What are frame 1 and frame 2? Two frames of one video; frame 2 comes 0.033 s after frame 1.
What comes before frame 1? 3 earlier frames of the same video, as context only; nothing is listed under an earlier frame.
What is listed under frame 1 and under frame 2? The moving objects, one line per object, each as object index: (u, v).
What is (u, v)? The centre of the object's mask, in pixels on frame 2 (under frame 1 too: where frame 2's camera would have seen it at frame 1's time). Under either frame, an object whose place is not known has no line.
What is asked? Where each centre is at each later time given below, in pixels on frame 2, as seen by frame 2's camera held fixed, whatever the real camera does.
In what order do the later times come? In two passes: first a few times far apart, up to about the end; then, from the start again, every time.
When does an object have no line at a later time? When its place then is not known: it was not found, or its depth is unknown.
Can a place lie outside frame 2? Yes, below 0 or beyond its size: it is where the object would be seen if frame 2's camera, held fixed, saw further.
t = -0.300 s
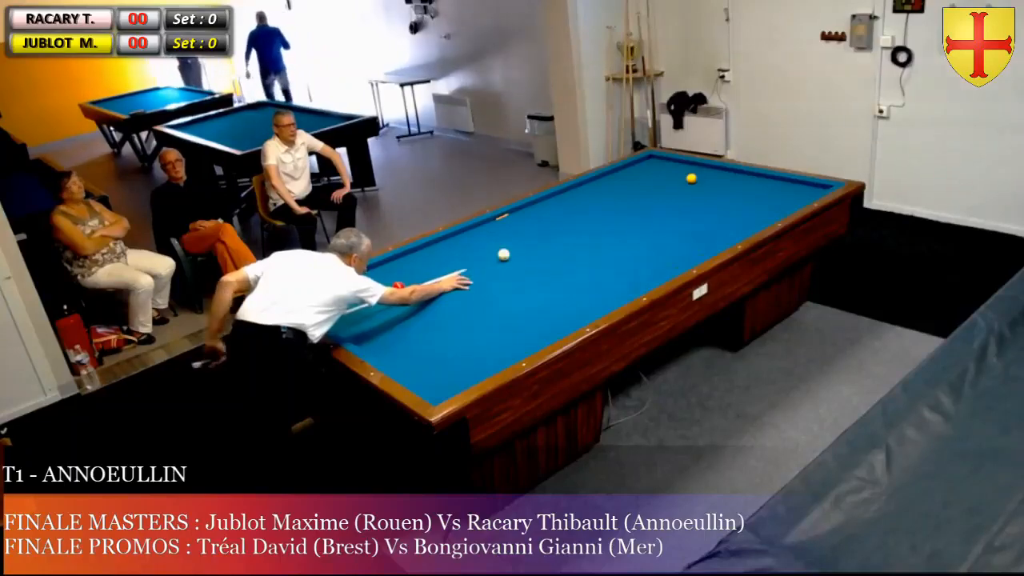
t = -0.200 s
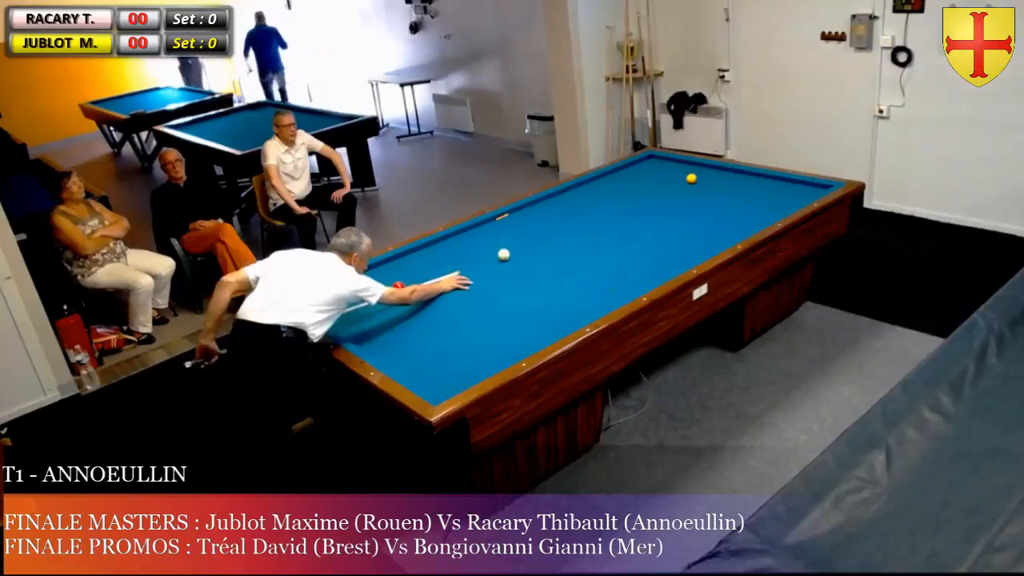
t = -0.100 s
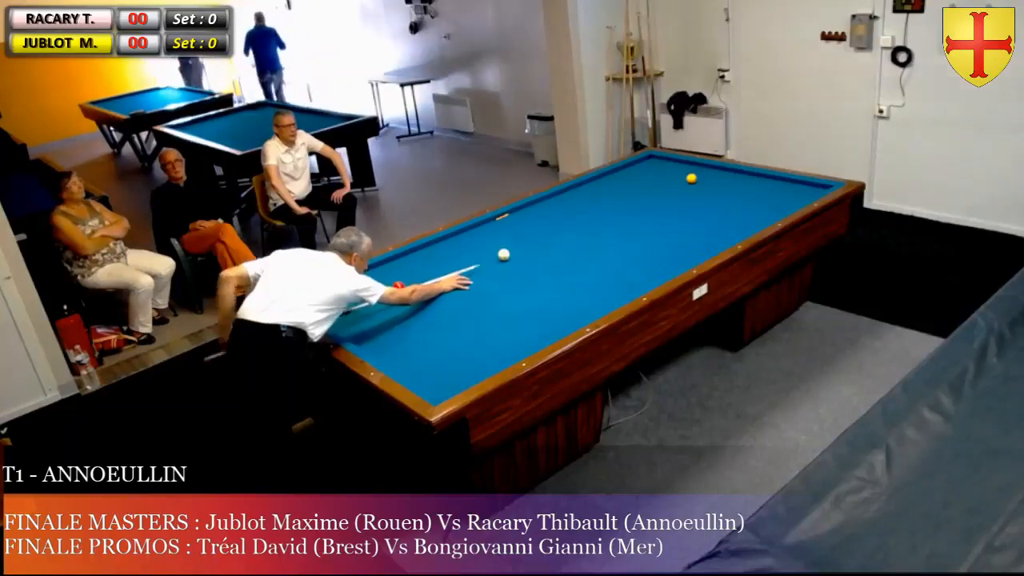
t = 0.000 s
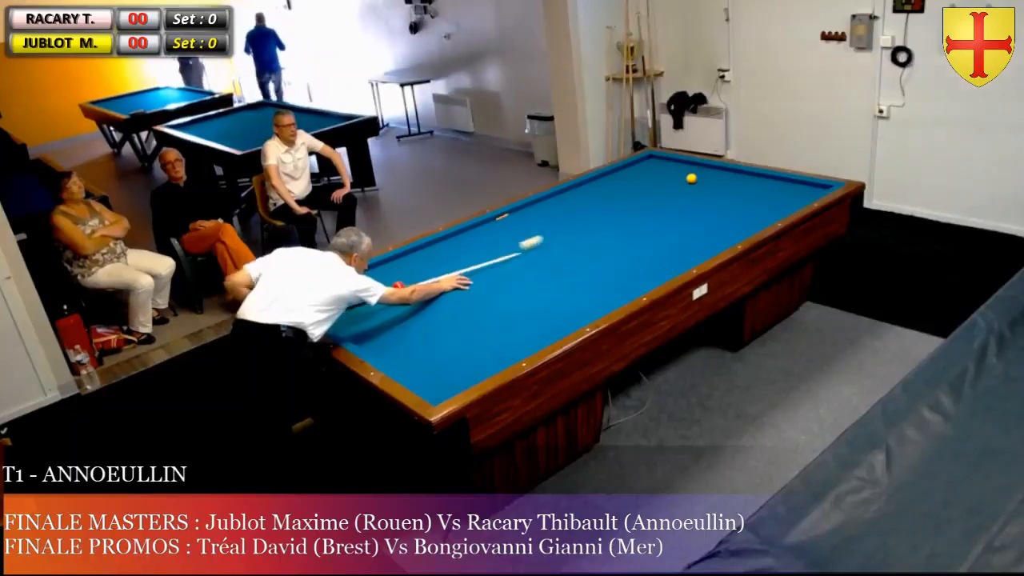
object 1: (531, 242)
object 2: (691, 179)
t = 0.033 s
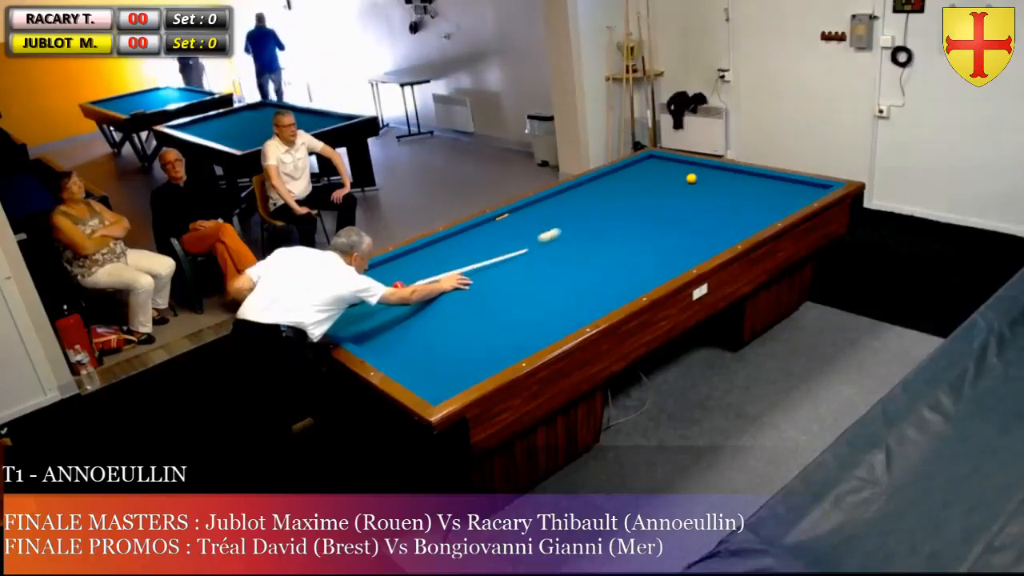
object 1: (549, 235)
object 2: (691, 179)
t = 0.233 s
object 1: (643, 197)
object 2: (691, 179)
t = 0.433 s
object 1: (681, 179)
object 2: (721, 168)
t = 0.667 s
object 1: (675, 177)
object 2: (679, 190)
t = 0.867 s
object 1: (671, 175)
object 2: (644, 208)
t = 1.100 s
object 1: (666, 173)
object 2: (601, 229)
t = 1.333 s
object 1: (661, 171)
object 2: (553, 252)
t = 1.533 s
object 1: (657, 170)
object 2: (508, 275)
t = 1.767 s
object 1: (653, 168)
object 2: (450, 303)
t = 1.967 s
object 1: (649, 166)
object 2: (395, 330)
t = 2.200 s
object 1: (645, 165)
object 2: (392, 332)
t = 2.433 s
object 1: (641, 163)
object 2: (432, 314)
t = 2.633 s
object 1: (638, 162)
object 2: (462, 300)
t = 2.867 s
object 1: (638, 161)
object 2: (495, 285)
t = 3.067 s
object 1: (641, 160)
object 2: (521, 273)
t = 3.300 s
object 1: (645, 160)
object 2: (550, 259)
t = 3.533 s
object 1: (649, 159)
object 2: (576, 247)
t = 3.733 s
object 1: (652, 159)
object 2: (598, 237)
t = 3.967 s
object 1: (654, 159)
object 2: (622, 226)
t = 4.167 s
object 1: (656, 158)
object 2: (641, 217)
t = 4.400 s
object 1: (658, 158)
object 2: (662, 207)
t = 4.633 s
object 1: (660, 158)
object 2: (681, 198)
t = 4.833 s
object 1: (661, 158)
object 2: (697, 190)
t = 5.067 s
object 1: (662, 158)
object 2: (714, 182)
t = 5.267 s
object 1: (662, 158)
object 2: (728, 176)
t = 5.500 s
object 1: (663, 158)
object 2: (734, 173)
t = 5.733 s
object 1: (663, 158)
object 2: (724, 177)
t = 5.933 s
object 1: (663, 158)
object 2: (716, 181)
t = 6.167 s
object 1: (663, 158)
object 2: (707, 185)
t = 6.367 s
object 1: (663, 158)
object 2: (699, 189)
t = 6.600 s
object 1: (663, 158)
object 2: (690, 193)
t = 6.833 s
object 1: (663, 158)
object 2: (681, 197)
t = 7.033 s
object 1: (663, 158)
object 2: (673, 201)
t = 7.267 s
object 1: (663, 158)
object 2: (664, 205)
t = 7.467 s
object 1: (663, 158)
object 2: (656, 208)
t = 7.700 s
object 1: (663, 158)
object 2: (647, 213)
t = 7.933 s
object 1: (663, 158)
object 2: (638, 217)
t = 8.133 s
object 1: (663, 158)
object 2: (631, 220)
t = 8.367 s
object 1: (663, 158)
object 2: (622, 224)
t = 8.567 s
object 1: (663, 158)
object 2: (615, 227)
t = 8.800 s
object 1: (663, 158)
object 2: (606, 231)
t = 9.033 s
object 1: (663, 158)
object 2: (598, 235)
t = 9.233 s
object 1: (663, 158)
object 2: (591, 238)
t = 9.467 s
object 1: (663, 158)
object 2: (582, 242)
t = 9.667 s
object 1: (663, 158)
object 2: (575, 245)
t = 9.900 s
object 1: (663, 158)
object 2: (567, 249)
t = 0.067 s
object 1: (566, 228)
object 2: (691, 179)
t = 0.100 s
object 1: (583, 221)
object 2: (691, 179)
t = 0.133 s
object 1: (599, 215)
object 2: (691, 179)
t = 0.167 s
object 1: (614, 208)
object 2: (691, 179)
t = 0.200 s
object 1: (629, 202)
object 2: (691, 179)
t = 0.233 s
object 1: (643, 197)
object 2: (691, 179)
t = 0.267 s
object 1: (656, 191)
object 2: (691, 179)
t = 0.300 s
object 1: (668, 186)
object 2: (691, 179)
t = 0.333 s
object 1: (680, 182)
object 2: (692, 178)
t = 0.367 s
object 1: (683, 180)
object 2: (700, 175)
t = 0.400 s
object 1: (682, 180)
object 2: (712, 171)
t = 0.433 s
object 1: (681, 179)
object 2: (721, 168)
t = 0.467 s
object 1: (680, 179)
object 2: (717, 171)
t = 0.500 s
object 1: (680, 178)
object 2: (710, 174)
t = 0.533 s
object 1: (679, 178)
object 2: (704, 177)
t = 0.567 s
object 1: (678, 178)
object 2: (698, 180)
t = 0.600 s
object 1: (677, 177)
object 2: (691, 183)
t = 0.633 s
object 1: (676, 177)
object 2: (685, 187)
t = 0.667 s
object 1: (675, 177)
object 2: (679, 190)
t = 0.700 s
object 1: (675, 176)
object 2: (673, 193)
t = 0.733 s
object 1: (674, 176)
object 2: (667, 196)
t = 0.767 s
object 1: (673, 176)
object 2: (661, 199)
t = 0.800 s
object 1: (673, 175)
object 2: (656, 201)
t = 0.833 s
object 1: (672, 175)
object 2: (650, 205)
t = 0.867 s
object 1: (671, 175)
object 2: (644, 208)
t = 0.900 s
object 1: (670, 174)
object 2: (638, 210)
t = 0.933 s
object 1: (670, 174)
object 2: (632, 213)
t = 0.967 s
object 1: (669, 174)
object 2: (626, 216)
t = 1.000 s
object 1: (668, 174)
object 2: (620, 219)
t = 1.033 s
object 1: (668, 173)
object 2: (613, 222)
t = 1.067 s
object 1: (667, 173)
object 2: (607, 226)
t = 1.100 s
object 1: (666, 173)
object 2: (601, 229)
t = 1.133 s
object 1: (665, 173)
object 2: (594, 232)
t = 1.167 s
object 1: (665, 172)
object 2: (587, 235)
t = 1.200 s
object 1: (664, 172)
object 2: (581, 239)
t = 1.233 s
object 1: (663, 172)
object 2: (574, 242)
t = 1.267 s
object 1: (663, 172)
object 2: (567, 245)
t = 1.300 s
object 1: (662, 171)
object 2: (560, 249)
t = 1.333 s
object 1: (661, 171)
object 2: (553, 252)
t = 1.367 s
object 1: (661, 171)
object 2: (546, 256)
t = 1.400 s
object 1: (660, 170)
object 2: (538, 260)
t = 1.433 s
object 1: (659, 170)
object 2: (531, 263)
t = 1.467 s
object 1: (659, 170)
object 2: (523, 267)
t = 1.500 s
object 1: (658, 170)
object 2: (515, 271)
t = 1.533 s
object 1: (657, 170)
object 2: (508, 275)
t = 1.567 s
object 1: (657, 169)
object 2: (500, 278)
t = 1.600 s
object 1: (656, 169)
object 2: (492, 283)
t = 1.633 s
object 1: (655, 169)
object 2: (484, 286)
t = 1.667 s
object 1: (655, 169)
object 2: (475, 290)
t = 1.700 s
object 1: (654, 168)
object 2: (467, 295)
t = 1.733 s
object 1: (654, 168)
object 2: (459, 299)
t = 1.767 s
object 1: (653, 168)
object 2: (450, 303)
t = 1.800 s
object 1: (652, 167)
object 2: (441, 307)
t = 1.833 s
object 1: (652, 167)
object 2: (432, 312)
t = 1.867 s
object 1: (651, 167)
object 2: (423, 316)
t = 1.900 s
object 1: (650, 167)
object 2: (414, 321)
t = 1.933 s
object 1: (650, 167)
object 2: (405, 325)
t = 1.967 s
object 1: (649, 166)
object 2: (395, 330)
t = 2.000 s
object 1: (649, 166)
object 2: (386, 335)
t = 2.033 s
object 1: (648, 166)
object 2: (376, 339)
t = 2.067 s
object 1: (647, 165)
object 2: (367, 342)
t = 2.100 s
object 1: (647, 165)
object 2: (369, 341)
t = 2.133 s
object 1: (646, 165)
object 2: (377, 339)
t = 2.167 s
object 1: (646, 165)
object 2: (385, 336)
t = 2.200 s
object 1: (645, 165)
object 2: (392, 332)
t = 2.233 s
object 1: (645, 164)
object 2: (399, 329)
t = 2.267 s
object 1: (644, 164)
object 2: (405, 326)
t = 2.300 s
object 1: (643, 164)
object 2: (411, 324)
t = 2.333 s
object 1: (643, 164)
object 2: (416, 321)
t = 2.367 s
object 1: (642, 164)
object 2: (422, 319)
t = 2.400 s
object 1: (642, 163)
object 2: (427, 316)
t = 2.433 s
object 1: (641, 163)
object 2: (432, 314)
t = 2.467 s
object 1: (641, 163)
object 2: (437, 311)
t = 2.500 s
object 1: (640, 163)
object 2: (442, 309)
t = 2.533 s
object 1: (640, 163)
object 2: (447, 307)
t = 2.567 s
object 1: (639, 162)
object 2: (452, 305)
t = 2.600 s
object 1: (639, 162)
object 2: (457, 302)
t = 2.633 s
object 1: (638, 162)
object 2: (462, 300)
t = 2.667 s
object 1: (638, 162)
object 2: (467, 298)
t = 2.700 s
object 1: (637, 162)
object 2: (471, 295)
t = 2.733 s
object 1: (636, 161)
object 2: (476, 293)
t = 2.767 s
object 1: (636, 161)
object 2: (481, 291)
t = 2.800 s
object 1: (637, 161)
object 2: (486, 289)
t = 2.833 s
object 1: (637, 161)
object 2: (490, 287)
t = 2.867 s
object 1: (638, 161)
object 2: (495, 285)
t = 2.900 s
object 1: (639, 161)
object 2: (499, 283)
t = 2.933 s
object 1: (639, 161)
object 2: (504, 281)
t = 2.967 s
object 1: (640, 161)
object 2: (508, 279)
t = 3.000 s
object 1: (640, 161)
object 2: (512, 277)
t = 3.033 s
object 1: (641, 161)
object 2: (517, 275)
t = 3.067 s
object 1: (641, 160)
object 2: (521, 273)
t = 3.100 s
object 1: (642, 160)
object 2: (525, 271)
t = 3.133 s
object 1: (643, 160)
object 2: (529, 269)
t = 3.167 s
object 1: (643, 160)
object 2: (533, 267)
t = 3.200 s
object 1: (644, 160)
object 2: (538, 265)
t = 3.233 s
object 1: (644, 160)
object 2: (542, 263)
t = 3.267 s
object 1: (645, 160)
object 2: (546, 261)
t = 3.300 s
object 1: (645, 160)
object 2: (550, 259)
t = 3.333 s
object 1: (646, 160)
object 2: (554, 257)
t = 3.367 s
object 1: (646, 160)
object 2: (558, 255)
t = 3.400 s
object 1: (647, 160)
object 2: (561, 254)
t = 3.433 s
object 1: (647, 160)
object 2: (565, 252)
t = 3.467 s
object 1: (648, 160)
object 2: (569, 250)
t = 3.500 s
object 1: (648, 160)
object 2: (573, 248)
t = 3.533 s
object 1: (649, 159)
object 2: (576, 247)
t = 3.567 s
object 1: (649, 160)
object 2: (580, 245)
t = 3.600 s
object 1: (650, 160)
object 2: (584, 243)
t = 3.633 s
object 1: (650, 159)
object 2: (588, 241)
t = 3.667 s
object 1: (651, 159)
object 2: (591, 240)
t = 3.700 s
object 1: (651, 159)
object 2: (595, 238)
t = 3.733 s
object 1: (652, 159)
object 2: (598, 237)
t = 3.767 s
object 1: (652, 159)
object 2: (601, 235)
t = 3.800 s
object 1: (652, 159)
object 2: (605, 233)
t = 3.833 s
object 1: (653, 159)
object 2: (608, 232)
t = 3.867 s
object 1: (653, 159)
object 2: (612, 230)
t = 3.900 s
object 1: (653, 159)
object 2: (615, 229)
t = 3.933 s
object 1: (654, 159)
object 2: (618, 227)
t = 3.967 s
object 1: (654, 159)
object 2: (622, 226)
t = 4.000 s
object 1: (655, 159)
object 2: (625, 224)
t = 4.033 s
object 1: (655, 159)
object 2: (628, 223)
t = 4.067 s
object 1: (655, 159)
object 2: (631, 221)
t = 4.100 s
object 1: (656, 159)
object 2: (634, 220)
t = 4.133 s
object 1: (656, 158)
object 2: (638, 218)
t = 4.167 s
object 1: (656, 158)
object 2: (641, 217)
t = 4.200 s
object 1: (657, 158)
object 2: (644, 215)
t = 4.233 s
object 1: (657, 158)
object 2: (647, 214)
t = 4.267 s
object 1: (657, 158)
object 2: (650, 212)
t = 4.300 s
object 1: (657, 158)
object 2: (653, 211)
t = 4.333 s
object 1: (658, 158)
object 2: (656, 210)
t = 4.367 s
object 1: (658, 158)
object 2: (659, 208)
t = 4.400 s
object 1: (658, 158)
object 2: (662, 207)
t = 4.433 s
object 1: (659, 158)
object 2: (665, 205)
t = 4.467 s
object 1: (659, 158)
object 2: (667, 204)
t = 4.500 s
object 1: (659, 158)
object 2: (670, 203)
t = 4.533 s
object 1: (659, 158)
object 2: (673, 201)
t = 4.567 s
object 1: (660, 158)
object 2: (676, 200)
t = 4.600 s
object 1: (660, 158)
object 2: (678, 199)
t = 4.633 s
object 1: (660, 158)
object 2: (681, 198)
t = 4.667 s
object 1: (660, 158)
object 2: (684, 197)
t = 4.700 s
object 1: (660, 158)
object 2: (686, 195)
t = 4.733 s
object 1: (661, 158)
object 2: (689, 194)
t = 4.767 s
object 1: (661, 158)
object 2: (692, 193)
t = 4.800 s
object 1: (661, 158)
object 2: (694, 192)
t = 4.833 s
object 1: (661, 158)
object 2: (697, 190)
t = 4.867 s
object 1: (661, 158)
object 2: (699, 189)
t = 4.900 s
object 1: (661, 158)
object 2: (702, 188)
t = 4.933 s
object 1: (662, 158)
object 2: (704, 187)
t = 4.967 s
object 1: (662, 158)
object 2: (707, 186)
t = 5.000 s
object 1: (662, 158)
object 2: (710, 185)
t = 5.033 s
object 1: (662, 158)
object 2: (712, 183)
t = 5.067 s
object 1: (662, 158)
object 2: (714, 182)
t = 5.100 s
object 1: (662, 158)
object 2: (717, 181)
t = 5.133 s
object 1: (662, 158)
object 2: (719, 180)
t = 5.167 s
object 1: (662, 158)
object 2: (721, 179)
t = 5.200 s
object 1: (662, 158)
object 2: (724, 178)
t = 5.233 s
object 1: (662, 158)
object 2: (726, 177)
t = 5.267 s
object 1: (662, 158)
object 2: (728, 176)
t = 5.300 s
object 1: (662, 158)
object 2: (731, 175)
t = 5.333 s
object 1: (662, 158)
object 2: (733, 173)
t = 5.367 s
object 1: (662, 158)
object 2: (735, 172)
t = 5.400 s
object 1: (662, 158)
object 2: (737, 171)
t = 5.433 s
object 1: (663, 158)
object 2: (737, 171)
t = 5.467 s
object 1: (663, 158)
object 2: (735, 172)
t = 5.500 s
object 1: (663, 158)
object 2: (734, 173)
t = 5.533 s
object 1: (663, 158)
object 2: (732, 174)
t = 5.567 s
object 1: (663, 158)
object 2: (731, 174)
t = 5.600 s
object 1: (663, 158)
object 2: (730, 175)
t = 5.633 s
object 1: (663, 158)
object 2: (728, 175)
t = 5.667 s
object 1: (663, 158)
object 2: (727, 176)
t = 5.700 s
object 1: (663, 158)
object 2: (725, 177)
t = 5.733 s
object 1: (663, 158)
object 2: (724, 177)
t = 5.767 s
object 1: (663, 158)
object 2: (723, 178)
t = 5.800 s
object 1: (663, 158)
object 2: (722, 178)
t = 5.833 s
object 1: (663, 158)
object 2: (721, 179)
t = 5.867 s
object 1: (663, 158)
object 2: (719, 180)
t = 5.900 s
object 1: (663, 158)
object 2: (718, 180)
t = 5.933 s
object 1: (663, 158)
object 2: (716, 181)
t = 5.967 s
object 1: (663, 158)
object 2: (715, 181)
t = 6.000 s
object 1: (663, 158)
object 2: (714, 182)
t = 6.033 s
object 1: (663, 158)
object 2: (712, 183)
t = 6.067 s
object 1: (663, 158)
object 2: (711, 183)
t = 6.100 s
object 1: (663, 158)
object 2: (710, 184)
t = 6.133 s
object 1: (663, 158)
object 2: (709, 185)
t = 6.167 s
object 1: (663, 158)
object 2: (707, 185)
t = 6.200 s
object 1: (663, 158)
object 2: (706, 186)
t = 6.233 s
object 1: (663, 158)
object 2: (704, 186)
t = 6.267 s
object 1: (663, 158)
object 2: (703, 187)
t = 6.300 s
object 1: (663, 158)
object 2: (702, 187)
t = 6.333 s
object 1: (663, 158)
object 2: (700, 188)
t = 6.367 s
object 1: (663, 158)
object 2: (699, 189)
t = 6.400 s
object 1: (663, 158)
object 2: (698, 189)
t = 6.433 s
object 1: (663, 158)
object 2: (697, 190)
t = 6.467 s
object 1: (663, 158)
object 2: (695, 190)
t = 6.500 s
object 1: (663, 158)
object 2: (694, 191)
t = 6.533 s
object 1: (663, 158)
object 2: (692, 192)
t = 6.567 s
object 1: (663, 158)
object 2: (691, 192)
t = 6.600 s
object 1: (663, 158)
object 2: (690, 193)
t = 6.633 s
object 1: (663, 158)
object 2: (688, 193)
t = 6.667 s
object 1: (663, 158)
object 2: (687, 194)
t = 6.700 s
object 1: (663, 158)
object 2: (686, 195)
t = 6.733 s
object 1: (663, 158)
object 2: (685, 195)
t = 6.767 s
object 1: (663, 158)
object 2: (684, 196)
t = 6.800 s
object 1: (663, 158)
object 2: (682, 196)
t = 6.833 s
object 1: (663, 158)
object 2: (681, 197)
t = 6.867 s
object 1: (663, 158)
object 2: (679, 198)
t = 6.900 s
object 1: (663, 158)
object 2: (678, 198)
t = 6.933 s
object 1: (663, 158)
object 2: (677, 199)
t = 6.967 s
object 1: (663, 158)
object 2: (675, 199)
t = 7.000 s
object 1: (663, 158)
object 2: (674, 200)
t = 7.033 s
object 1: (663, 158)
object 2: (673, 201)
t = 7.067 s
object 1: (663, 158)
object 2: (671, 201)
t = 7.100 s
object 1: (663, 158)
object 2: (670, 202)
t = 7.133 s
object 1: (663, 158)
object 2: (669, 202)
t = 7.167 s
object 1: (663, 158)
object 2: (668, 203)
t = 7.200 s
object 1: (663, 158)
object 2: (666, 203)
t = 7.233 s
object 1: (663, 158)
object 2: (665, 204)
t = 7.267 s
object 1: (663, 158)
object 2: (664, 205)
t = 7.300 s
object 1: (663, 158)
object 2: (662, 205)
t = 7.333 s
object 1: (663, 158)
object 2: (661, 206)
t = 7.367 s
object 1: (663, 158)
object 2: (660, 207)
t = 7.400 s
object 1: (663, 158)
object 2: (659, 207)
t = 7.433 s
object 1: (663, 158)
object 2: (657, 208)
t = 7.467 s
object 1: (663, 158)
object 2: (656, 208)
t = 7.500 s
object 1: (663, 158)
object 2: (655, 209)
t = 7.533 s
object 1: (663, 158)
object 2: (654, 210)
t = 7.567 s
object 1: (663, 158)
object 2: (652, 210)
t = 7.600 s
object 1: (663, 158)
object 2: (651, 211)
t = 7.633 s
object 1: (663, 158)
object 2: (650, 211)
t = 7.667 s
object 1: (663, 158)
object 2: (648, 212)
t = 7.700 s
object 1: (663, 158)
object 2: (647, 213)
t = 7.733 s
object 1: (663, 158)
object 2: (646, 213)
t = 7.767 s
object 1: (663, 158)
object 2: (644, 214)
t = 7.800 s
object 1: (663, 158)
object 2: (643, 214)
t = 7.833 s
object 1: (663, 158)
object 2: (642, 215)
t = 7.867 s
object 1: (663, 158)
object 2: (641, 215)
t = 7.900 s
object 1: (663, 158)
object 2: (639, 216)
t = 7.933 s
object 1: (663, 158)
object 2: (638, 217)
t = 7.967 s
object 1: (663, 158)
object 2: (637, 217)
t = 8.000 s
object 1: (663, 158)
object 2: (636, 218)
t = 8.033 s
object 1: (663, 158)
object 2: (634, 218)
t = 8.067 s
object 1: (663, 158)
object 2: (633, 219)
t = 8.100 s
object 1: (663, 158)
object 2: (632, 220)
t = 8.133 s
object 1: (663, 158)
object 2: (631, 220)
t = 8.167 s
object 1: (663, 158)
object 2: (630, 221)
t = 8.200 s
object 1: (663, 158)
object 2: (628, 221)
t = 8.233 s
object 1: (663, 158)
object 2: (627, 222)
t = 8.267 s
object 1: (663, 158)
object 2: (626, 223)
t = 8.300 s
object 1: (663, 158)
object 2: (624, 223)
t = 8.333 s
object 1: (663, 158)
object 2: (623, 224)
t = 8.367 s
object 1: (663, 158)
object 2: (622, 224)
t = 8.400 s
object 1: (663, 158)
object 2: (621, 225)
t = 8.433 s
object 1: (663, 158)
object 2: (620, 225)
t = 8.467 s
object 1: (663, 158)
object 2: (618, 226)
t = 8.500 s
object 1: (663, 158)
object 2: (617, 226)
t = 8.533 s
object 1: (663, 158)
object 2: (616, 227)
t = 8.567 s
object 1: (663, 158)
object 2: (615, 227)
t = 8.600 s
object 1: (663, 158)
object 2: (614, 228)
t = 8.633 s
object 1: (663, 158)
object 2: (612, 229)
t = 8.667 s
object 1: (663, 158)
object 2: (611, 229)
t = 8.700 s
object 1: (663, 158)
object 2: (610, 230)
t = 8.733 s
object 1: (663, 158)
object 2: (609, 230)
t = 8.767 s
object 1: (663, 158)
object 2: (608, 231)
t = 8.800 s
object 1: (663, 158)
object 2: (606, 231)
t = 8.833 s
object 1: (663, 158)
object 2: (605, 232)
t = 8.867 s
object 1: (663, 158)
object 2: (604, 233)
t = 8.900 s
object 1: (663, 158)
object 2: (603, 233)
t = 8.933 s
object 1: (663, 158)
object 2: (602, 234)
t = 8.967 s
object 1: (663, 158)
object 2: (600, 234)
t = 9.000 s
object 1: (663, 158)
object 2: (599, 235)
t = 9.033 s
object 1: (663, 158)
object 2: (598, 235)
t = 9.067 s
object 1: (663, 158)
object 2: (597, 236)
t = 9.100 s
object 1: (663, 158)
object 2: (595, 236)
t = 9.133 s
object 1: (663, 158)
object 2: (594, 237)
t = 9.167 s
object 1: (663, 158)
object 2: (593, 237)
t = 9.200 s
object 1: (663, 158)
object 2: (592, 238)
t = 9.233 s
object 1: (663, 158)
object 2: (591, 238)
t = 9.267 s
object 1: (663, 158)
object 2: (590, 239)
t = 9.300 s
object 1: (663, 158)
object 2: (588, 240)
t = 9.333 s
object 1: (663, 158)
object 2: (587, 240)
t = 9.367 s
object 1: (663, 158)
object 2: (586, 241)
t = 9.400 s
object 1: (663, 158)
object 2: (585, 241)
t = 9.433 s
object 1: (663, 158)
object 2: (584, 242)
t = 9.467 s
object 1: (663, 158)
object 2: (582, 242)
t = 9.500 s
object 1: (663, 158)
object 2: (581, 243)
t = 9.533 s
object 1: (663, 158)
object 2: (580, 243)
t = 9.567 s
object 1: (663, 158)
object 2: (579, 244)
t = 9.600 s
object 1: (663, 158)
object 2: (578, 244)
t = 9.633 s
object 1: (663, 158)
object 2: (577, 245)
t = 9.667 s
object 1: (663, 158)
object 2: (575, 245)
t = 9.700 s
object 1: (663, 158)
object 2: (575, 246)
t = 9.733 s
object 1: (663, 158)
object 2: (573, 246)
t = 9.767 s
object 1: (663, 158)
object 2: (572, 247)
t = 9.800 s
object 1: (663, 158)
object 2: (571, 247)
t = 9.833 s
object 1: (663, 158)
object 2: (570, 248)
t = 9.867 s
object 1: (663, 158)
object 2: (569, 248)
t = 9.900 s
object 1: (663, 158)
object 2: (567, 249)
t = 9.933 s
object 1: (663, 158)
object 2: (567, 249)
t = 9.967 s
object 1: (663, 158)
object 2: (565, 250)
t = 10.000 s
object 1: (663, 158)
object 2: (564, 250)
